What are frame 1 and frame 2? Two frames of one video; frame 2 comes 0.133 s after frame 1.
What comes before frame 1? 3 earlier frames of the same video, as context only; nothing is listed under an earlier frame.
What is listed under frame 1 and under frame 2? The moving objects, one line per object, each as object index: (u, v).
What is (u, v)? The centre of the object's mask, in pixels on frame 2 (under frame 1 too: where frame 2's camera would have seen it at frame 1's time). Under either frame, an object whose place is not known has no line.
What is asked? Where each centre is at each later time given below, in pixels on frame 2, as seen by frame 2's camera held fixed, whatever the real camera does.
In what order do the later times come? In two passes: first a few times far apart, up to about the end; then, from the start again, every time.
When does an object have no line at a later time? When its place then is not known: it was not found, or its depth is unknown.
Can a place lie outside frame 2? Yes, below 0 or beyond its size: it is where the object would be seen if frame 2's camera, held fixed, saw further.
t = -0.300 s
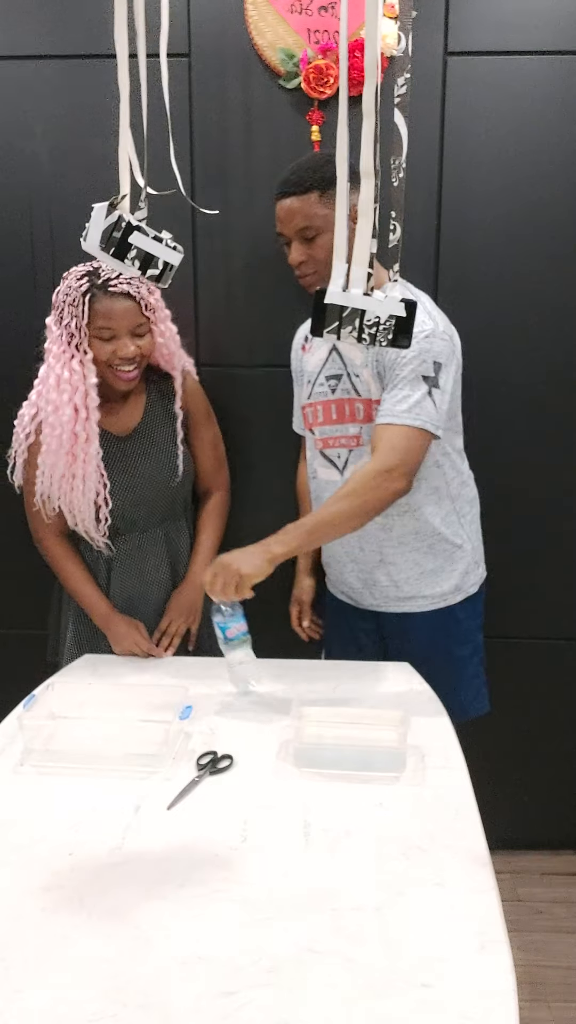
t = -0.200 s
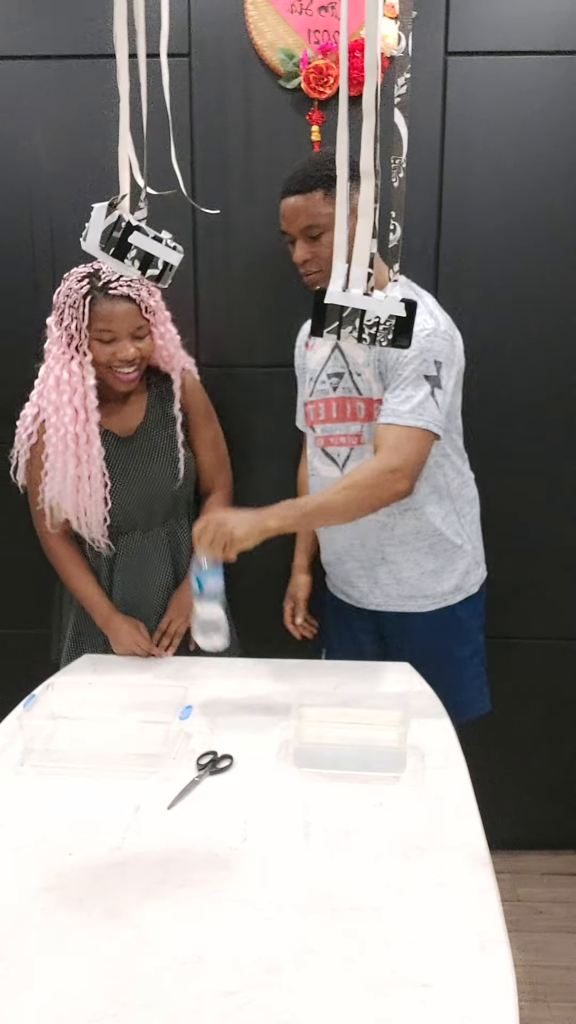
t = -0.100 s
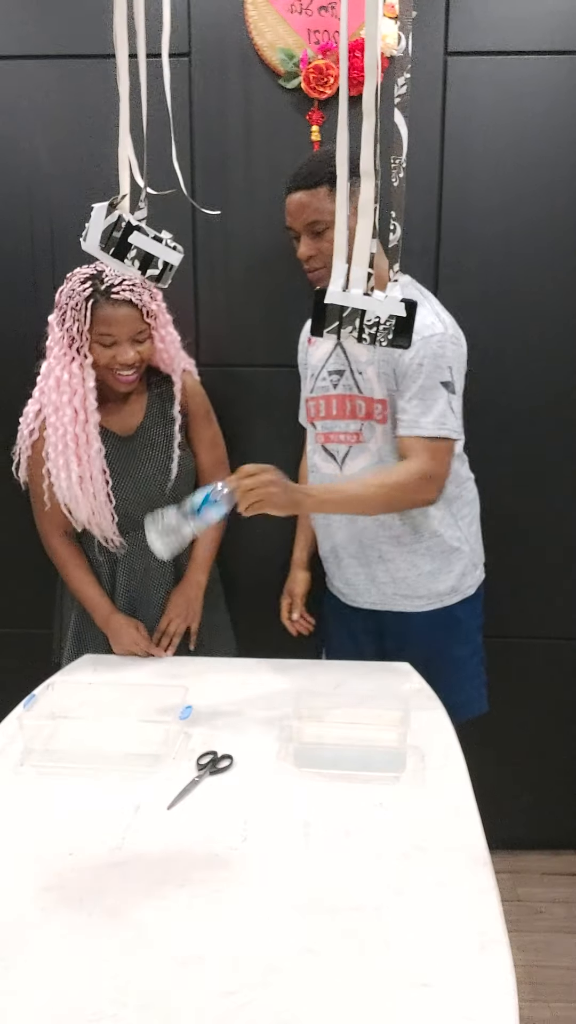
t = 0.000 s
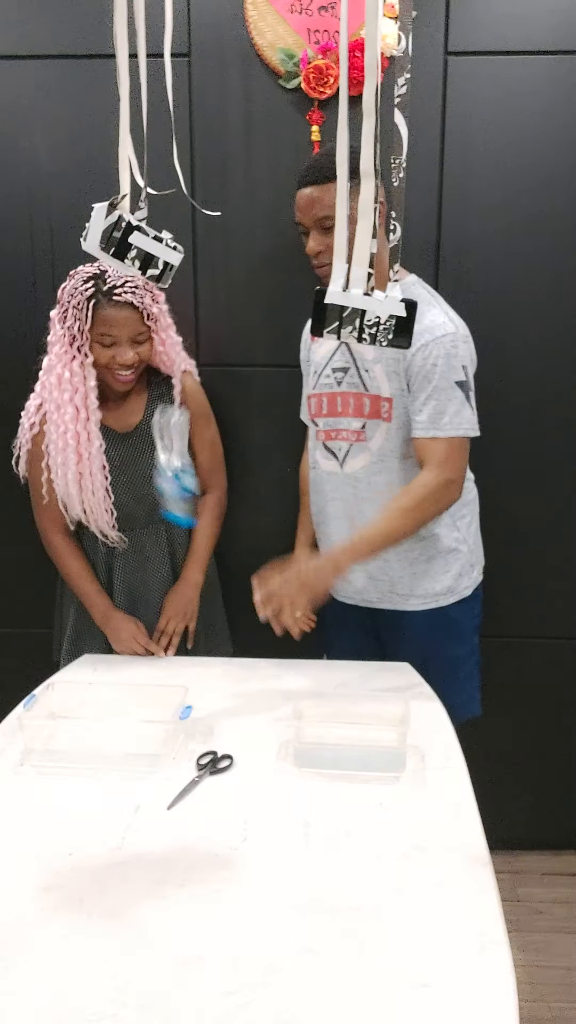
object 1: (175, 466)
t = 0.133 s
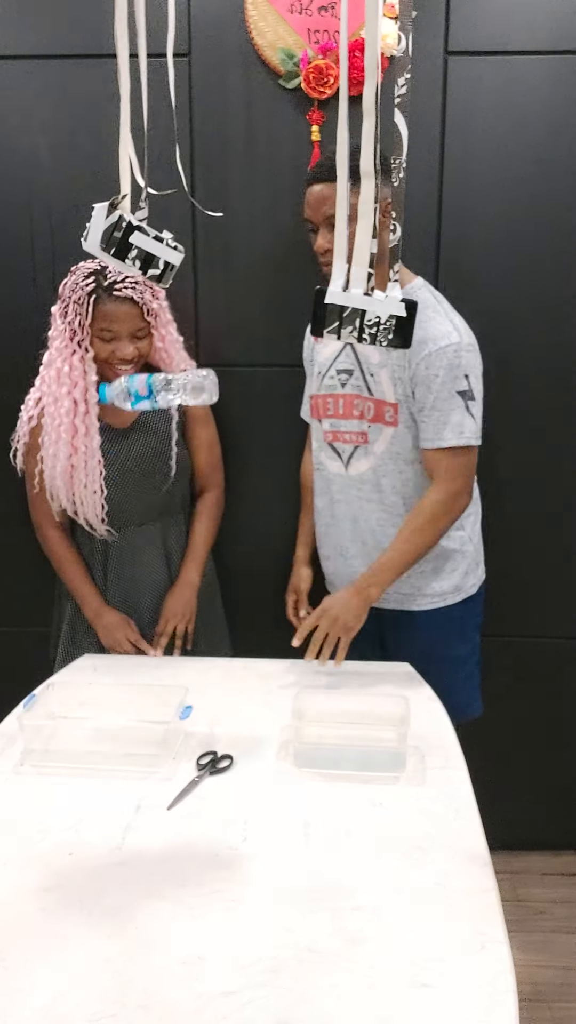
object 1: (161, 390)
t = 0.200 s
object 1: (169, 397)
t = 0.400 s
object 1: (199, 560)
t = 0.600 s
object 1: (251, 699)
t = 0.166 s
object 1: (164, 390)
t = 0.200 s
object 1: (169, 397)
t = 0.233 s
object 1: (173, 409)
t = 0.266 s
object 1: (178, 428)
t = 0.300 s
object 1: (184, 453)
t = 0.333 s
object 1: (189, 483)
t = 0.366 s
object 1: (195, 520)
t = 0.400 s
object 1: (199, 560)
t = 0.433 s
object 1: (206, 603)
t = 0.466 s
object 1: (212, 650)
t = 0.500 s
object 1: (226, 667)
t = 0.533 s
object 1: (237, 675)
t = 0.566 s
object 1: (247, 694)
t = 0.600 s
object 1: (251, 699)
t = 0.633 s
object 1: (258, 698)
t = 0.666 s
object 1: (262, 697)
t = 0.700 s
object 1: (264, 697)
